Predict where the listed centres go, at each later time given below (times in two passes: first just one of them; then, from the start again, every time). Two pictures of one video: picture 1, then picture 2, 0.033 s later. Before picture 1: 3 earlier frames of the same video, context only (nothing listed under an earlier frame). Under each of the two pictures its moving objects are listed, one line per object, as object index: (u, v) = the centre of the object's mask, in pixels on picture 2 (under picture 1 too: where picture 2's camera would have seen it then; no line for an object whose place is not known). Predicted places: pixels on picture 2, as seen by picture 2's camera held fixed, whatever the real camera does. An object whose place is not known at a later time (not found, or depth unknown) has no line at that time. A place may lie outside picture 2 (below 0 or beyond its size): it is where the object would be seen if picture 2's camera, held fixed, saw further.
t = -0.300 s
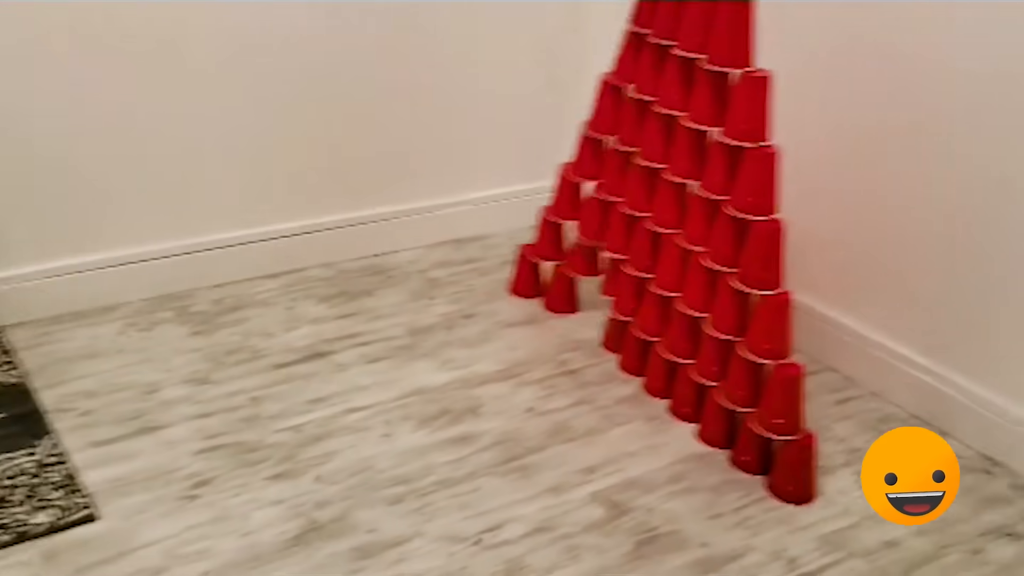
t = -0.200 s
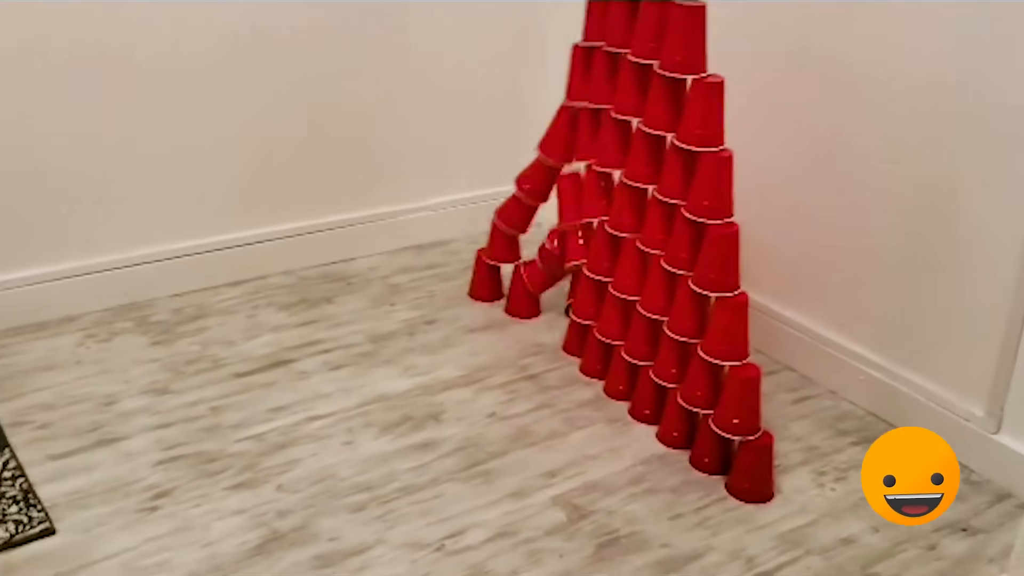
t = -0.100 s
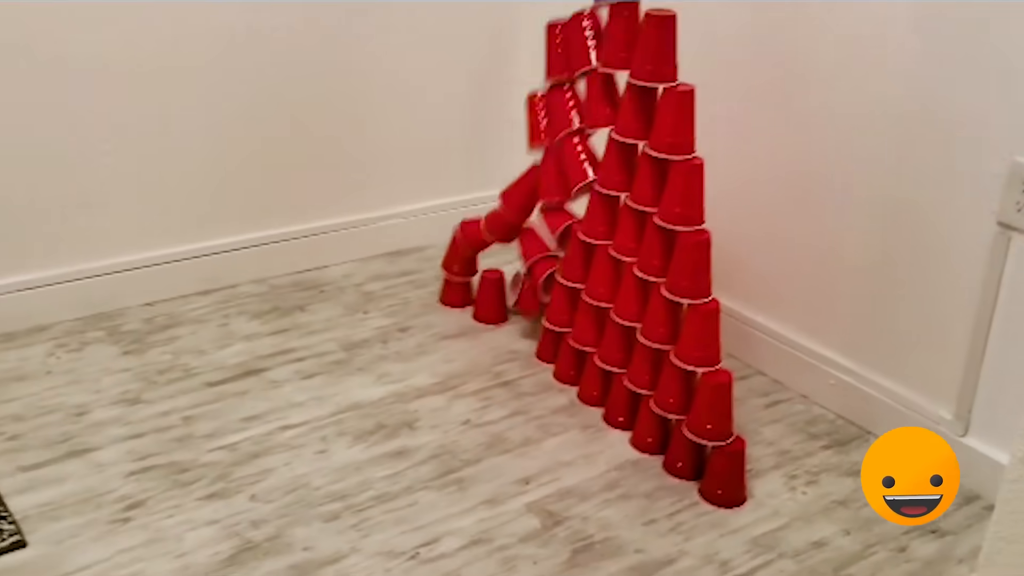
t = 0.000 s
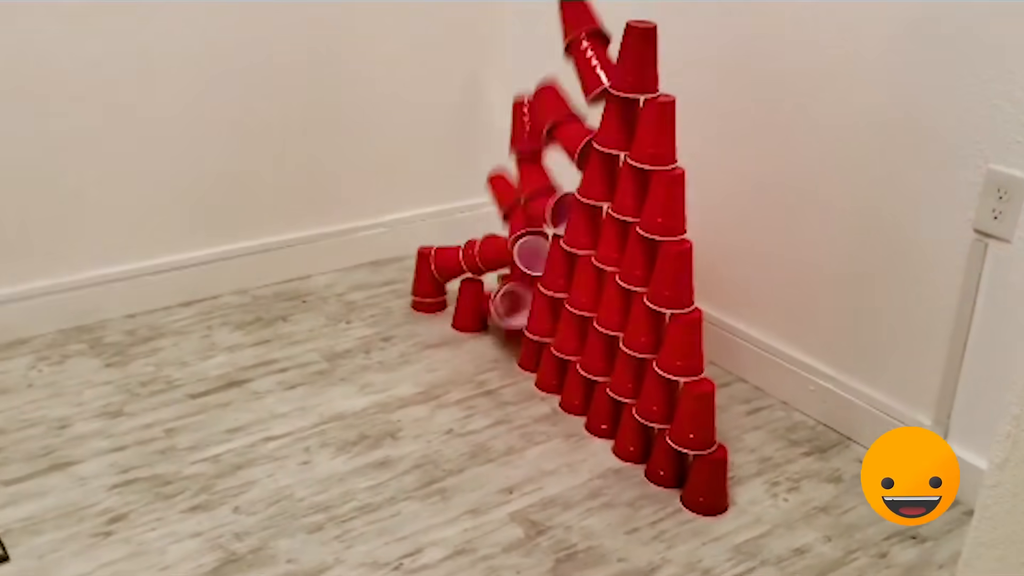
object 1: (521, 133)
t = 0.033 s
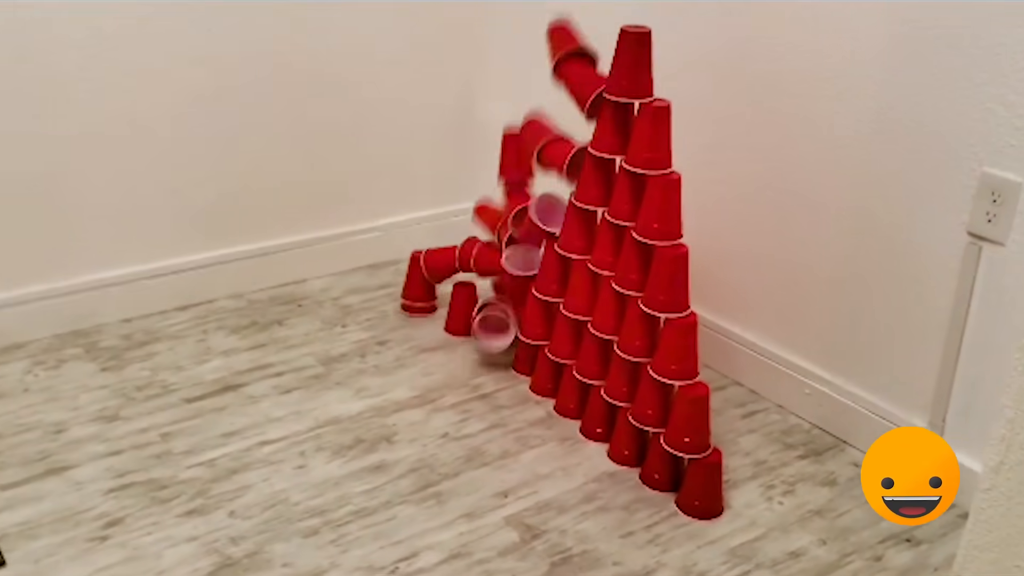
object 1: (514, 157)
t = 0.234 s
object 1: (472, 252)
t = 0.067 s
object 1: (509, 181)
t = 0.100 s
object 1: (501, 198)
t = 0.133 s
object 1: (492, 212)
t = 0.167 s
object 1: (484, 223)
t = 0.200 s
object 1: (481, 236)
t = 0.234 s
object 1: (472, 252)
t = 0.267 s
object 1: (468, 259)
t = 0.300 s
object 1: (454, 258)
